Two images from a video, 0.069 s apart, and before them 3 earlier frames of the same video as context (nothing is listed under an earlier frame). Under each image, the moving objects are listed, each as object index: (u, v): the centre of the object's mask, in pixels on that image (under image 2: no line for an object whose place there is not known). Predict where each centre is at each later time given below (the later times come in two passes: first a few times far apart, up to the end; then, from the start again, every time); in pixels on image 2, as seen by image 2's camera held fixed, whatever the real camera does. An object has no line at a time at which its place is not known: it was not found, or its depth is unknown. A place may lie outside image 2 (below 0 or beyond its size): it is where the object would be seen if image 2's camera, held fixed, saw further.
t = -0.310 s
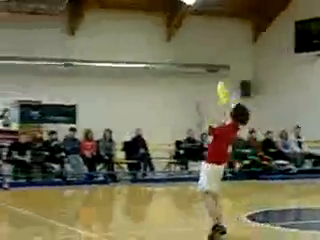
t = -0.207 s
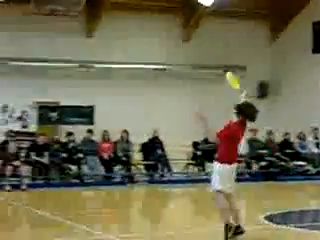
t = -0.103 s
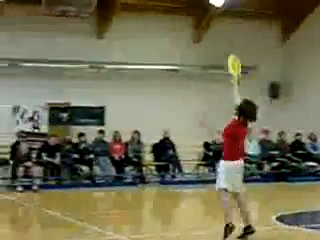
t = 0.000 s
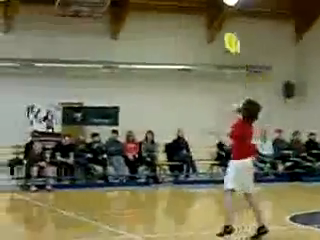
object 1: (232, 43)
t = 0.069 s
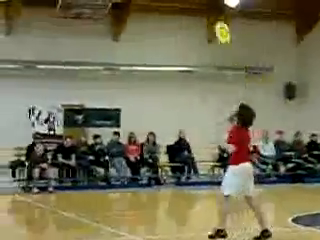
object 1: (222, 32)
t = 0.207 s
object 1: (199, 17)
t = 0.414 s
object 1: (174, 22)
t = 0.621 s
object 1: (151, 53)
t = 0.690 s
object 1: (145, 69)
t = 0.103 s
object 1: (217, 28)
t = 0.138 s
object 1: (213, 24)
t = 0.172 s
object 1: (204, 18)
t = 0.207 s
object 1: (199, 17)
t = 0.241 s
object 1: (195, 16)
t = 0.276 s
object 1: (190, 15)
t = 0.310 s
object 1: (186, 16)
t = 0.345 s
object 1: (182, 17)
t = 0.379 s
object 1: (178, 18)
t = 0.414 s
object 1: (174, 22)
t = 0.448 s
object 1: (170, 25)
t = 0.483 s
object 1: (166, 29)
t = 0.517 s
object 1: (163, 33)
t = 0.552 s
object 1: (159, 39)
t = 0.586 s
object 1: (155, 46)
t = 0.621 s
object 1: (151, 53)
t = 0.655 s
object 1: (148, 60)
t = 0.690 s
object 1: (145, 69)
